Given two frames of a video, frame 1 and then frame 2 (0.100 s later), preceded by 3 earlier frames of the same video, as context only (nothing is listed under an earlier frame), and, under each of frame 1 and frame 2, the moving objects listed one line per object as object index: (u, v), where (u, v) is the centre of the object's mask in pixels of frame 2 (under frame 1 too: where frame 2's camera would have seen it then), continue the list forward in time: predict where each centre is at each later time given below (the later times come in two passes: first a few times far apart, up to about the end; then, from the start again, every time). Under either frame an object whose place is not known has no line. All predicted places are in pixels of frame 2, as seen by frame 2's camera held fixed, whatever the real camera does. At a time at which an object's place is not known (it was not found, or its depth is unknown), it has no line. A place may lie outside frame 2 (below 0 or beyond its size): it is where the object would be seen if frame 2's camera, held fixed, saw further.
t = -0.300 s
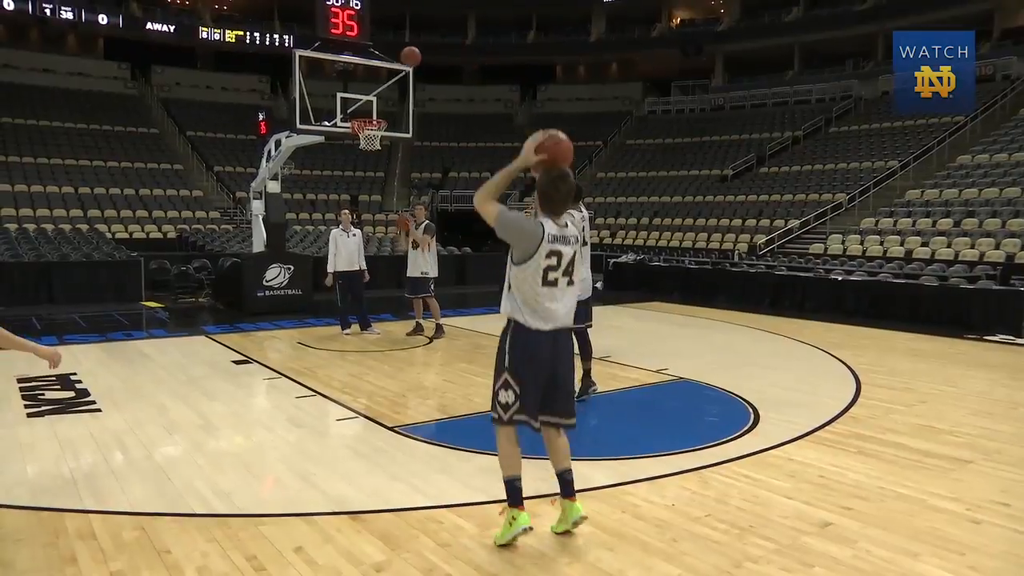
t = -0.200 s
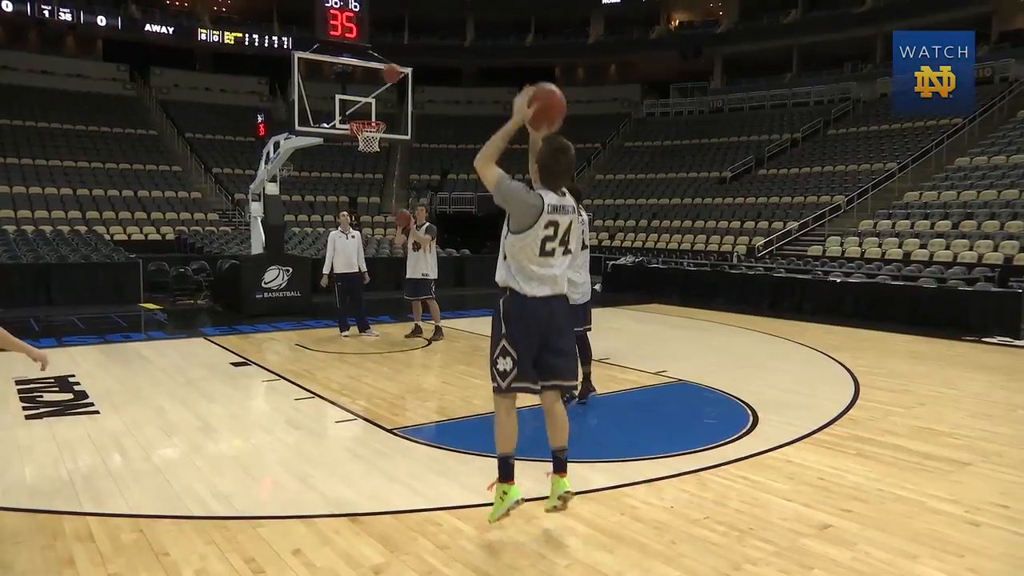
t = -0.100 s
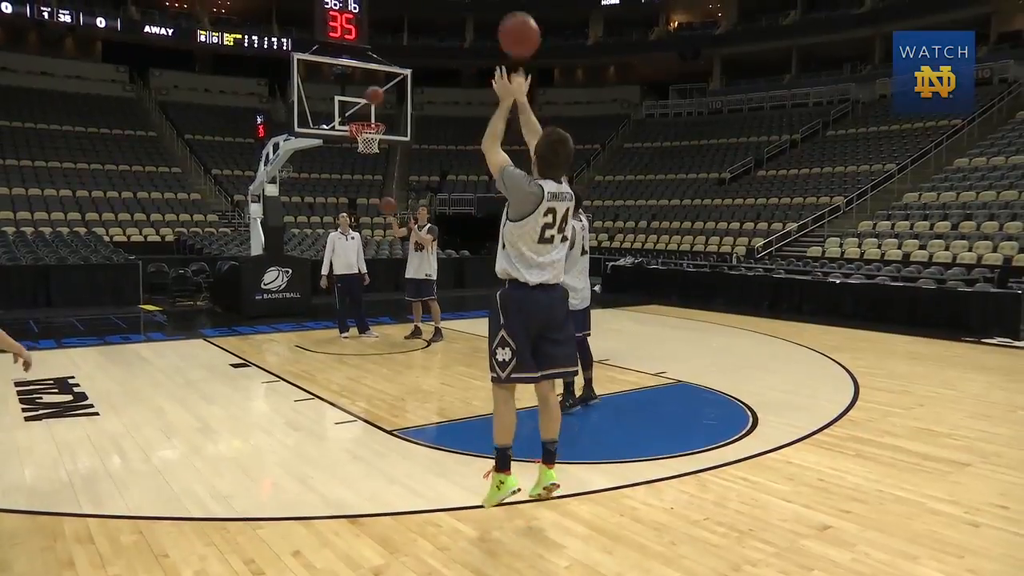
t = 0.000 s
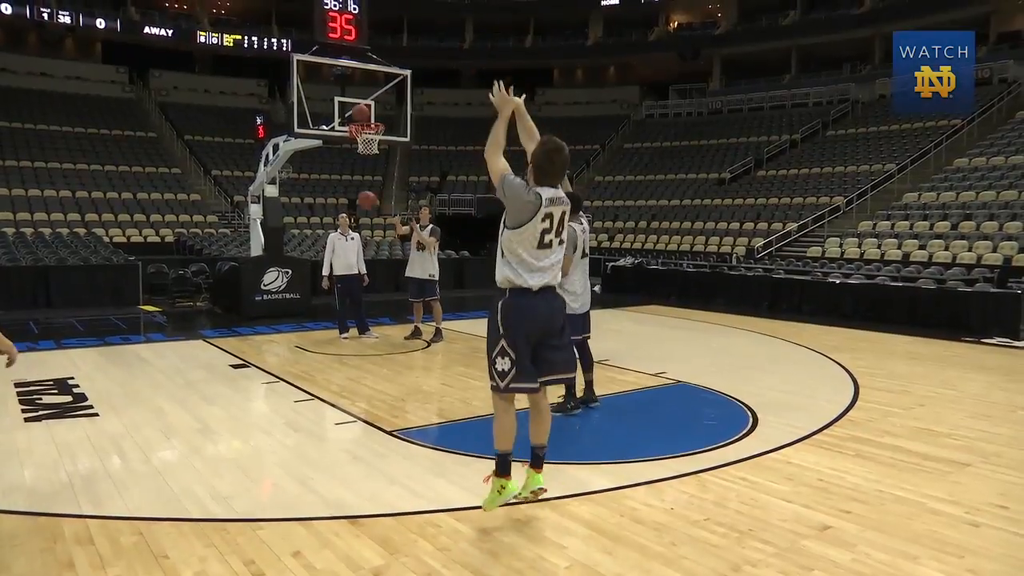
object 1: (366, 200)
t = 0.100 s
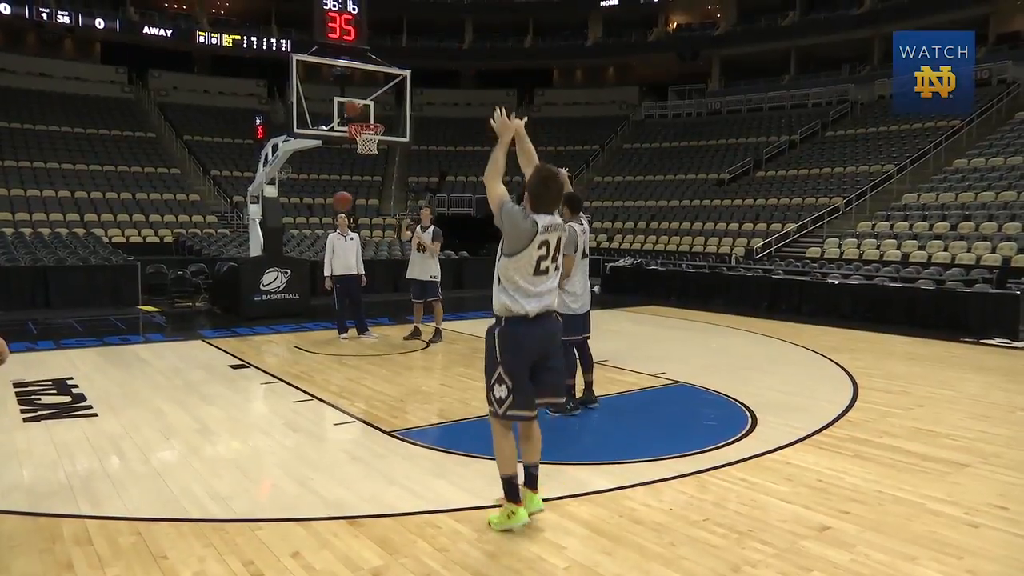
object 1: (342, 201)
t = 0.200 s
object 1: (316, 209)
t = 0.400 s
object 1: (250, 267)
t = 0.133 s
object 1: (334, 204)
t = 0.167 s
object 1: (326, 207)
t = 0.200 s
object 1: (316, 209)
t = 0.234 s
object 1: (307, 217)
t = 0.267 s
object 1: (295, 224)
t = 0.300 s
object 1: (284, 232)
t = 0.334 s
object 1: (275, 241)
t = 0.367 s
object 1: (263, 253)
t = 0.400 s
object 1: (250, 267)
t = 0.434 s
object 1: (237, 282)
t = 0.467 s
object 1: (224, 298)
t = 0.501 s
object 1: (209, 317)
